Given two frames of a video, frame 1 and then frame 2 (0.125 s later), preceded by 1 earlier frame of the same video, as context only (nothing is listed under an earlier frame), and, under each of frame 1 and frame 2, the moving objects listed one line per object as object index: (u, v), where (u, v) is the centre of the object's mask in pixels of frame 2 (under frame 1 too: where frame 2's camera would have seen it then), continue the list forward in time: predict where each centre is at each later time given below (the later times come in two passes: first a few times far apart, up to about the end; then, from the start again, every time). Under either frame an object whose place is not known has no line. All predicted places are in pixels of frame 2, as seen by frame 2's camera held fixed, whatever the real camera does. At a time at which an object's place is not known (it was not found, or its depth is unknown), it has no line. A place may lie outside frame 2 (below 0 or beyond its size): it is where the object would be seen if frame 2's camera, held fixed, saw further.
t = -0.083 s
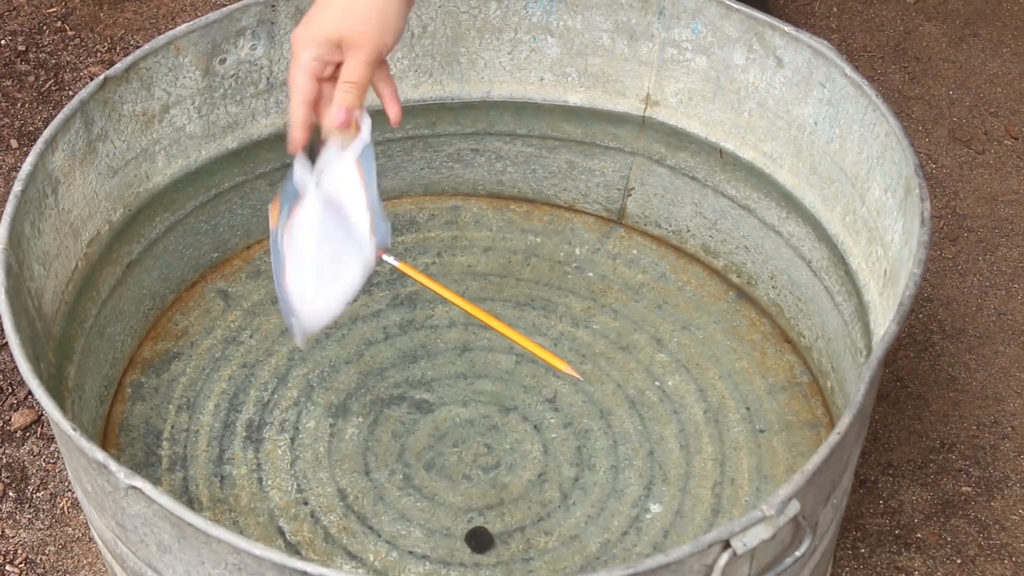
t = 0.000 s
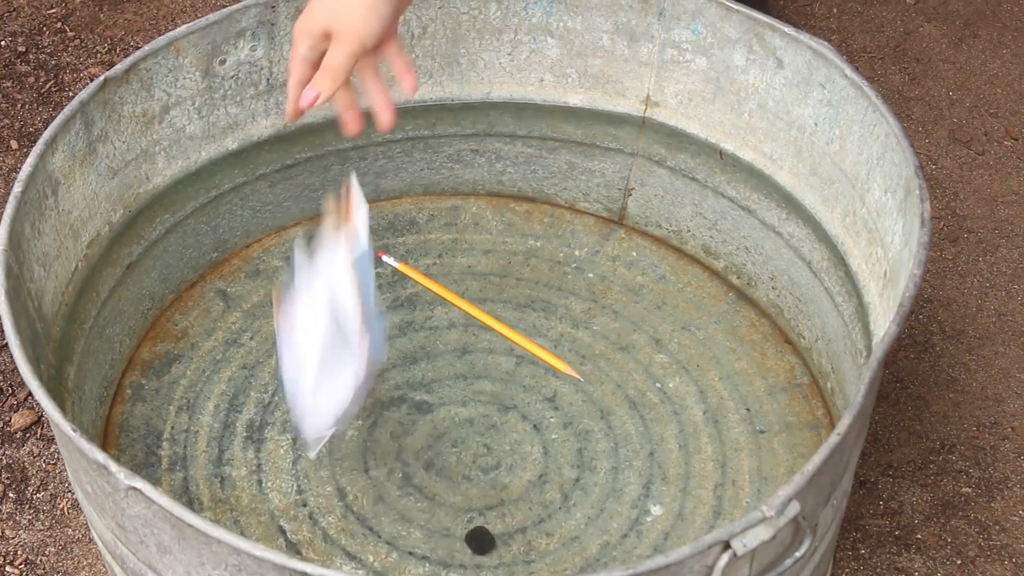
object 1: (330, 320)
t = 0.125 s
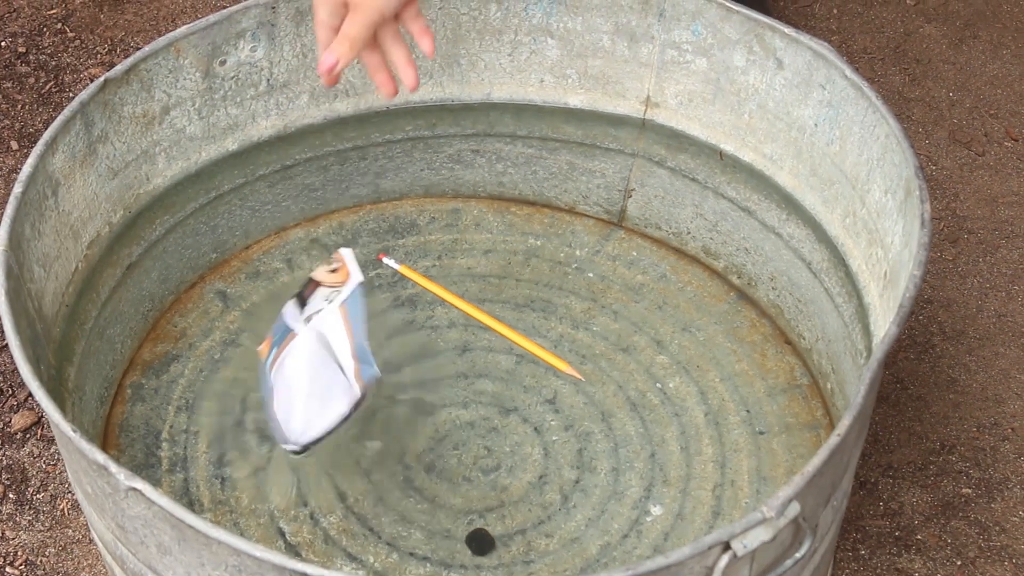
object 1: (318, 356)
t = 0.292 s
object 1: (310, 360)
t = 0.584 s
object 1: (299, 372)
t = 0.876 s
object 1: (289, 385)
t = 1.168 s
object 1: (279, 397)
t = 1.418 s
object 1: (270, 406)
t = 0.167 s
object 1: (311, 358)
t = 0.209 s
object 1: (309, 355)
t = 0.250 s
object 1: (310, 357)
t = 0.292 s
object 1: (310, 360)
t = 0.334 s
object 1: (310, 362)
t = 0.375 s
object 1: (307, 364)
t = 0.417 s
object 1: (303, 365)
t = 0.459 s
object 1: (301, 367)
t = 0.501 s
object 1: (301, 369)
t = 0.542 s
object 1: (300, 370)
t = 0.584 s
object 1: (299, 372)
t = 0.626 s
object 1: (297, 374)
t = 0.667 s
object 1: (295, 376)
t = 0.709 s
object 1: (294, 378)
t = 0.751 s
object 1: (293, 380)
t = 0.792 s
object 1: (291, 382)
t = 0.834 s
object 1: (290, 383)
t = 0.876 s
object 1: (289, 385)
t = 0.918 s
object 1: (287, 387)
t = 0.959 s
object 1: (286, 389)
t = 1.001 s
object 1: (284, 391)
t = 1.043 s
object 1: (283, 393)
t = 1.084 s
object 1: (282, 394)
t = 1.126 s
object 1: (280, 395)
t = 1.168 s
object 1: (279, 397)
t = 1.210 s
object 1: (278, 399)
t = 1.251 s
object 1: (276, 400)
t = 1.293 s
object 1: (275, 402)
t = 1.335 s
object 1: (273, 403)
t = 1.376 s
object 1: (272, 405)
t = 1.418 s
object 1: (270, 406)
